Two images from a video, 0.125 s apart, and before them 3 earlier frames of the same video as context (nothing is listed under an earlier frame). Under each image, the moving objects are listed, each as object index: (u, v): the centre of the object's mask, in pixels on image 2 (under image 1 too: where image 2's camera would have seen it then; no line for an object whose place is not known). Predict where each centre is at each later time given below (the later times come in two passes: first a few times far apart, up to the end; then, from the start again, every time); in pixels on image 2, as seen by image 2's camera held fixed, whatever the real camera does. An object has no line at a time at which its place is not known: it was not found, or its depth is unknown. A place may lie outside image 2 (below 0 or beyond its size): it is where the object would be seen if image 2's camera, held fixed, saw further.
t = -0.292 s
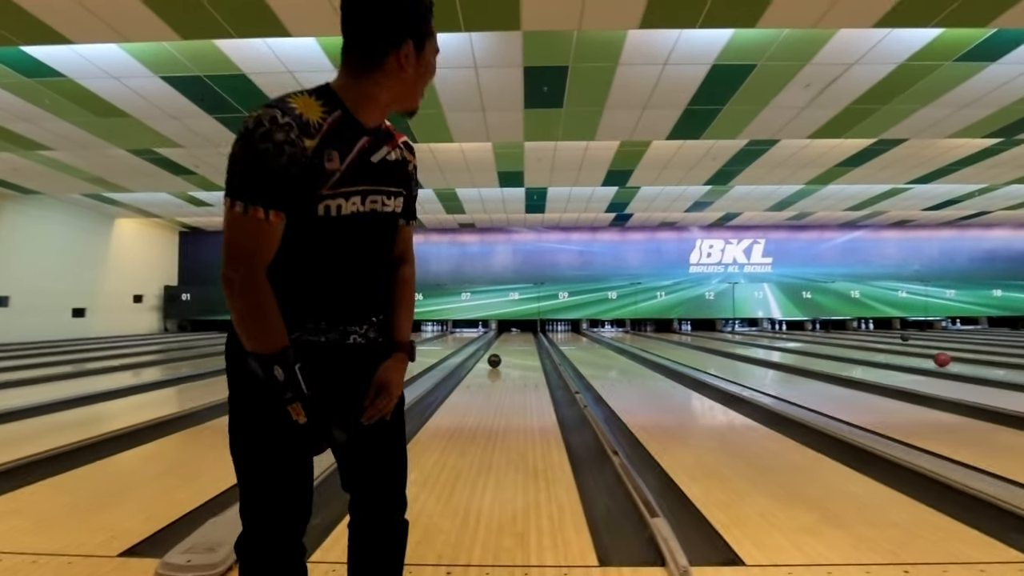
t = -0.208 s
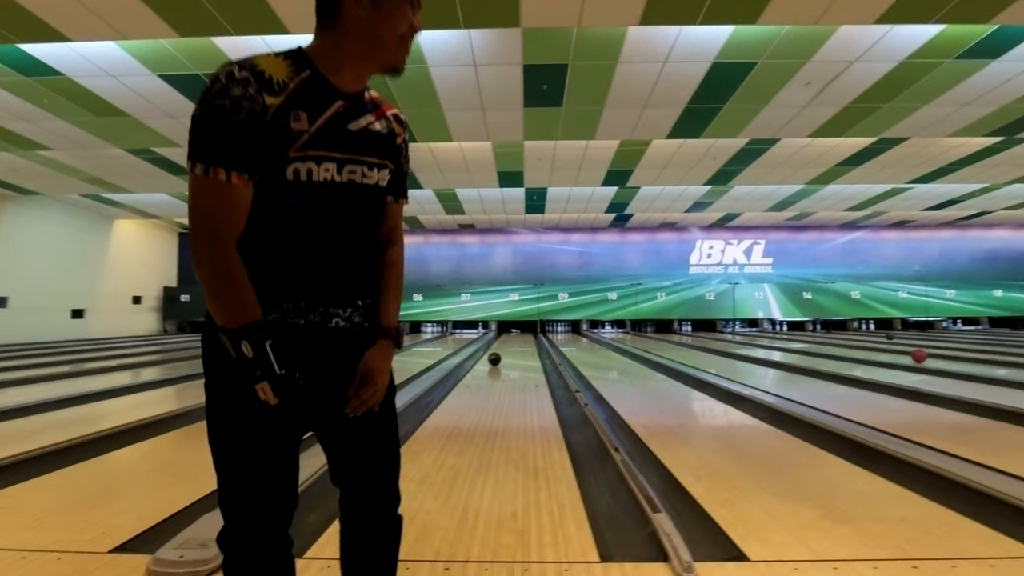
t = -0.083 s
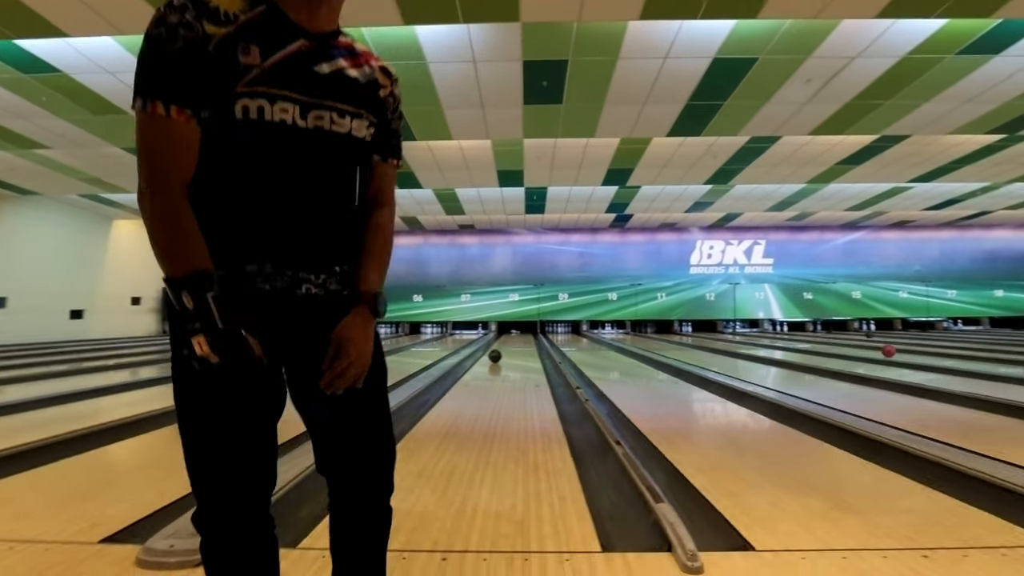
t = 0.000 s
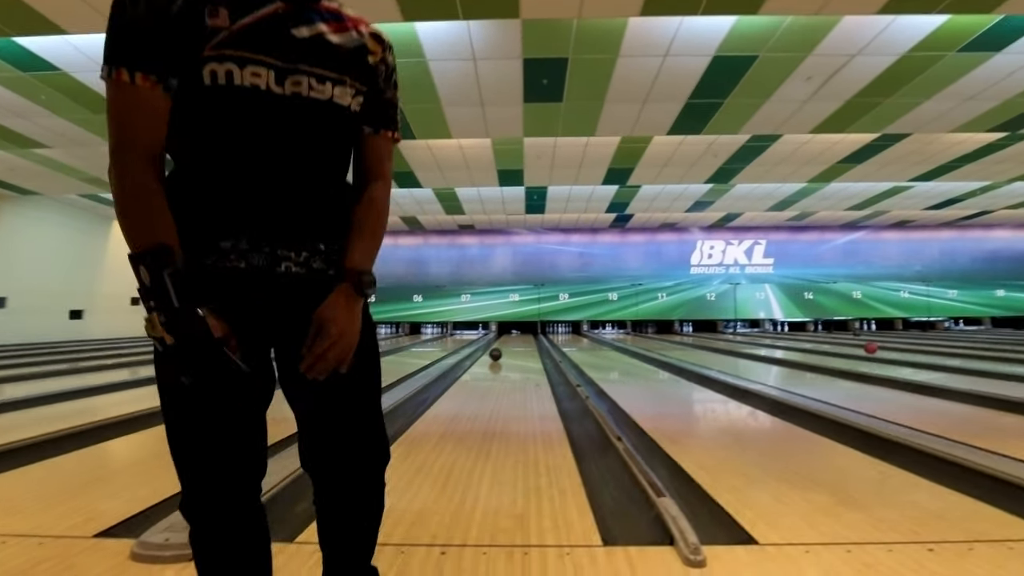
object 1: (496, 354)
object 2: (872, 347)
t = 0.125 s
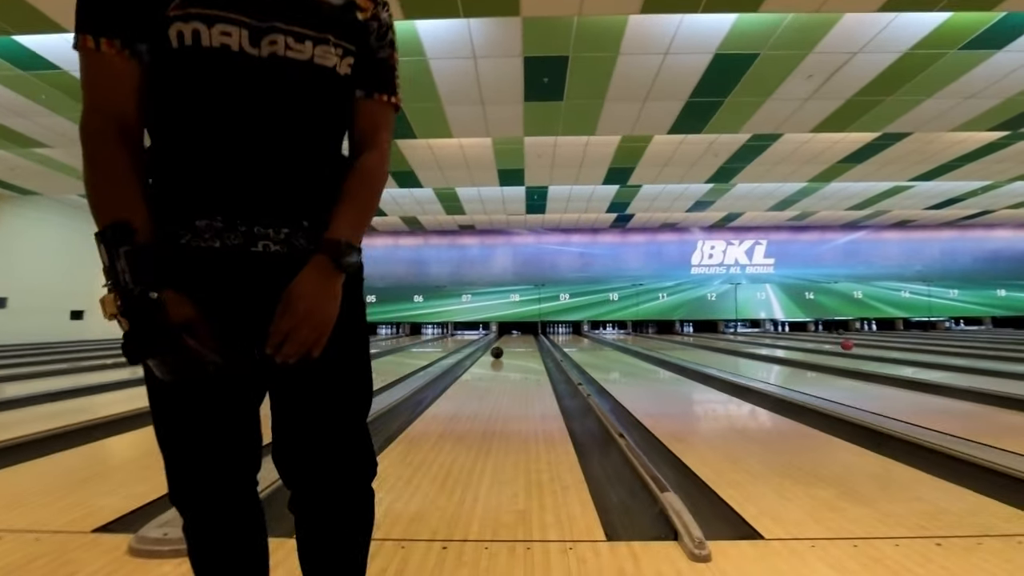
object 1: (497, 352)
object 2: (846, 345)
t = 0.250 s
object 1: (497, 351)
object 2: (824, 342)
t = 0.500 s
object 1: (499, 348)
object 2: (788, 339)
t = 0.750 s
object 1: (500, 347)
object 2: (759, 336)
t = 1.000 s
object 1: (502, 345)
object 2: (736, 335)
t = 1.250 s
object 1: (503, 343)
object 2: (726, 334)
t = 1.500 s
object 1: (504, 342)
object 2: (711, 333)
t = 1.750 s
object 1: (506, 340)
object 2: (700, 332)
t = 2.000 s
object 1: (507, 339)
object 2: (691, 331)
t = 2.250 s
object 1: (508, 337)
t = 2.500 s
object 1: (508, 336)
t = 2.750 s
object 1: (509, 335)
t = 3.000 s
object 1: (509, 334)
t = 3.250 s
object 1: (510, 333)
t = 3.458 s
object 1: (510, 333)
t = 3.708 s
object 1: (510, 333)
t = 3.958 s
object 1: (511, 332)
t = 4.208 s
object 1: (511, 332)
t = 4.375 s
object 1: (511, 331)
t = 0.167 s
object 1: (497, 352)
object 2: (838, 344)
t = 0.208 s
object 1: (497, 351)
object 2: (831, 343)
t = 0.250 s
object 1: (497, 351)
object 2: (824, 342)
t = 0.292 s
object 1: (498, 350)
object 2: (817, 342)
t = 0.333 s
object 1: (498, 350)
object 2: (811, 342)
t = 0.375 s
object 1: (498, 350)
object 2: (805, 340)
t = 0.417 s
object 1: (498, 349)
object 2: (799, 340)
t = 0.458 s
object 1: (499, 349)
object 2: (793, 340)
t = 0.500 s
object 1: (499, 348)
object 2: (788, 339)
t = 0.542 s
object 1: (499, 348)
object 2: (782, 339)
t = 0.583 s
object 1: (499, 348)
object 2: (777, 338)
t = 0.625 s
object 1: (499, 348)
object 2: (773, 338)
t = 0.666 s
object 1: (500, 347)
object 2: (768, 337)
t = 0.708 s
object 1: (500, 347)
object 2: (763, 337)
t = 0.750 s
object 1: (500, 347)
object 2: (759, 336)
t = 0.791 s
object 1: (500, 347)
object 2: (755, 337)
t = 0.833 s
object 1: (500, 346)
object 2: (751, 336)
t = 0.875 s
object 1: (501, 346)
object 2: (749, 336)
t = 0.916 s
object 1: (501, 345)
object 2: (746, 336)
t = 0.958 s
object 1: (502, 345)
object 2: (741, 335)
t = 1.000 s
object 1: (502, 345)
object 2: (736, 335)
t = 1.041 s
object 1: (502, 344)
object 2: (736, 335)
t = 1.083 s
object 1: (502, 344)
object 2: (736, 335)
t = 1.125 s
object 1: (503, 344)
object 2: (736, 335)
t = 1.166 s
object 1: (503, 344)
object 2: (732, 334)
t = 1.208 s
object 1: (503, 343)
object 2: (729, 334)
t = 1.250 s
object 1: (503, 343)
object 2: (726, 334)
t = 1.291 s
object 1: (503, 343)
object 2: (724, 334)
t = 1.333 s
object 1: (504, 342)
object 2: (720, 333)
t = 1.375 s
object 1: (504, 342)
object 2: (718, 332)
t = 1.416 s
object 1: (504, 342)
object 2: (714, 333)
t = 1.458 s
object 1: (504, 342)
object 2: (713, 333)
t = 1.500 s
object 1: (504, 342)
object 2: (711, 333)
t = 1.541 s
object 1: (504, 342)
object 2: (709, 333)
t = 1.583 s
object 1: (504, 341)
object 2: (708, 332)
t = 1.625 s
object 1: (505, 340)
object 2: (706, 332)
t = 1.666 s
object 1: (505, 340)
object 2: (704, 332)
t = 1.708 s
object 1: (506, 340)
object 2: (702, 332)
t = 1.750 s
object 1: (506, 340)
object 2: (700, 332)
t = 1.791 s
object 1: (506, 340)
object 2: (698, 331)
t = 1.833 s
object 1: (506, 339)
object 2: (696, 331)
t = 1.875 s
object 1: (506, 339)
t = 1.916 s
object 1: (506, 339)
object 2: (693, 331)
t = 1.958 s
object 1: (506, 339)
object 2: (692, 331)
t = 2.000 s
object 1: (507, 339)
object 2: (691, 331)
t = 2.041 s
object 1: (507, 339)
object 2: (691, 331)
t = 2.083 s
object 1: (507, 338)
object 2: (689, 330)
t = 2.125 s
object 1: (507, 338)
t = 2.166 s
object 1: (508, 338)
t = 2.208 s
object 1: (508, 337)
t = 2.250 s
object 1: (508, 337)
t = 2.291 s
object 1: (508, 337)
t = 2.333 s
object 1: (508, 337)
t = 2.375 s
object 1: (508, 337)
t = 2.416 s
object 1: (508, 337)
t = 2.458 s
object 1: (508, 337)
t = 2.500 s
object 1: (508, 336)
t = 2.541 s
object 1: (508, 336)
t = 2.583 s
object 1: (508, 336)
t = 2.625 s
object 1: (508, 336)
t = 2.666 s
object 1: (508, 336)
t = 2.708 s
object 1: (509, 336)
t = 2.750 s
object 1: (509, 335)
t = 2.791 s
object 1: (509, 335)
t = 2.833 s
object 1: (509, 335)
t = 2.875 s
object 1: (509, 335)
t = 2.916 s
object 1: (509, 335)
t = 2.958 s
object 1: (509, 334)
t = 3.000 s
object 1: (509, 334)
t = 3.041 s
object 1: (509, 334)
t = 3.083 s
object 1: (509, 334)
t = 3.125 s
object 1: (509, 334)
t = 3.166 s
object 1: (509, 334)
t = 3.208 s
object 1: (510, 334)
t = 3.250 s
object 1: (510, 333)
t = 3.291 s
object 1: (510, 334)
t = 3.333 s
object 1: (510, 333)
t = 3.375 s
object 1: (510, 333)
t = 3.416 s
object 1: (510, 333)
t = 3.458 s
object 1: (510, 333)
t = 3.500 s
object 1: (510, 333)
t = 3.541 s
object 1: (510, 333)
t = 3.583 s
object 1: (510, 333)
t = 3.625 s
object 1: (510, 333)
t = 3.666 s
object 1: (510, 333)
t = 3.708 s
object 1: (510, 333)
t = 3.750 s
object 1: (510, 332)
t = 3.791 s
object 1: (510, 333)
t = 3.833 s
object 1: (510, 332)
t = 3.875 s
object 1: (510, 332)
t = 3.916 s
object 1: (510, 332)
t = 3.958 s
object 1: (511, 332)
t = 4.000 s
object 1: (511, 332)
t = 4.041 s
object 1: (511, 332)
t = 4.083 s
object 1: (511, 332)
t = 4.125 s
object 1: (511, 332)
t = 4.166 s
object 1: (511, 332)
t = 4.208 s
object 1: (511, 332)
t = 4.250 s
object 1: (511, 332)
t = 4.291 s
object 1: (511, 332)
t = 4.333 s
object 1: (511, 332)
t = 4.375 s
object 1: (511, 331)
